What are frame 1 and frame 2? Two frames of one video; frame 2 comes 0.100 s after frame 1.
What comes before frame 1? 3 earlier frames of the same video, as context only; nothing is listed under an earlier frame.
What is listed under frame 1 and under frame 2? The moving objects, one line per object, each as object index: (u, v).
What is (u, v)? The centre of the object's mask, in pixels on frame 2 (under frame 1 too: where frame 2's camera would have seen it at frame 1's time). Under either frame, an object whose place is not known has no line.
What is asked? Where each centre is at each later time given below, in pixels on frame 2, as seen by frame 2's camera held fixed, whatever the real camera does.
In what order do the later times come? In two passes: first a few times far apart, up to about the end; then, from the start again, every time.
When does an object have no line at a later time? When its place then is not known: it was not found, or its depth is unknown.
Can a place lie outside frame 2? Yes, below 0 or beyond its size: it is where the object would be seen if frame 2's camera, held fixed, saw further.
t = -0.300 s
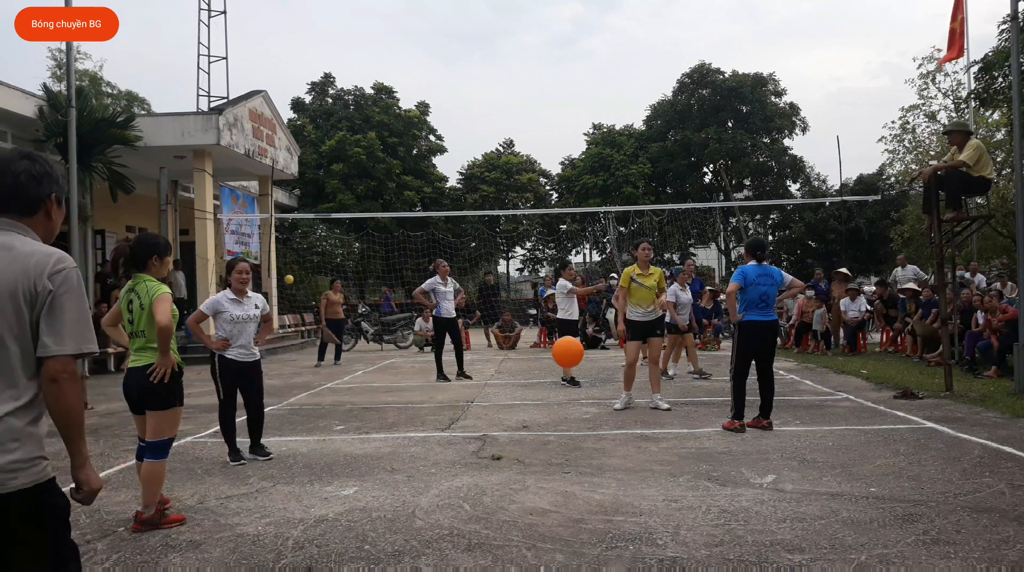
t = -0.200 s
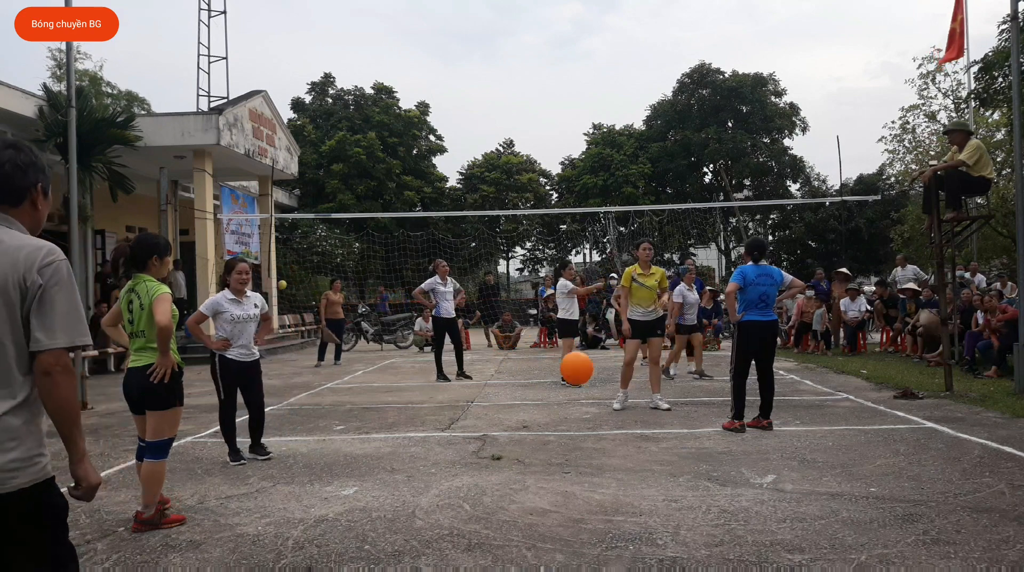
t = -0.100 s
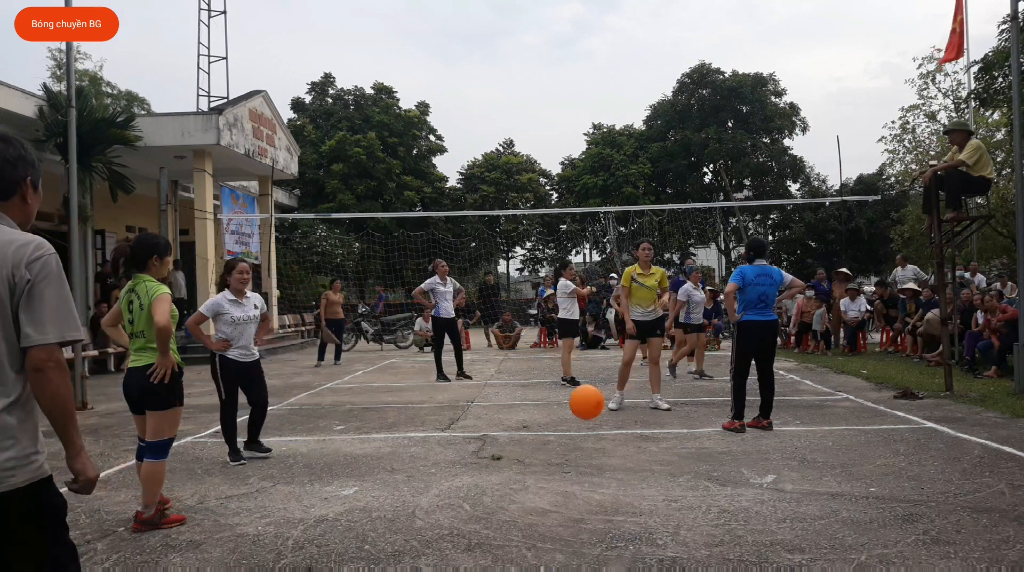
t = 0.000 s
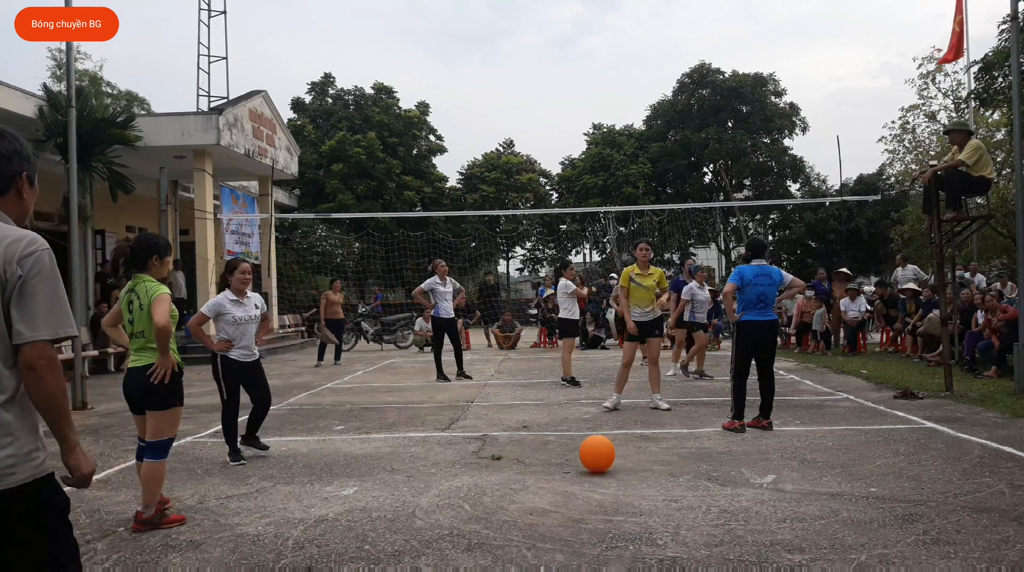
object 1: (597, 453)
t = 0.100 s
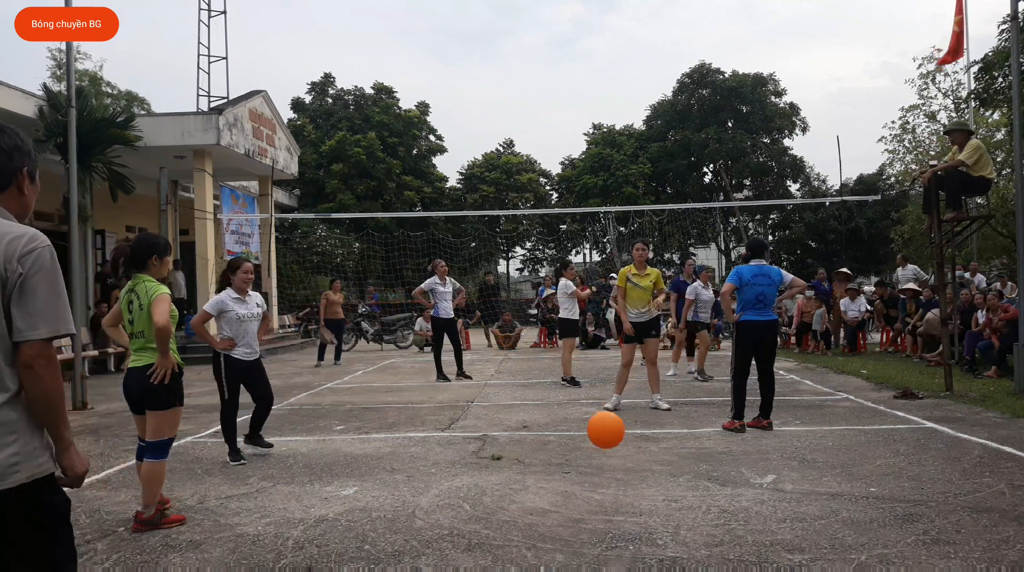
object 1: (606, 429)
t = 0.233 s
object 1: (619, 405)
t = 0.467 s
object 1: (649, 429)
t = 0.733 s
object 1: (696, 484)
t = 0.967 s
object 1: (754, 498)
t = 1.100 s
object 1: (799, 558)
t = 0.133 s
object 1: (609, 421)
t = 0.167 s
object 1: (612, 414)
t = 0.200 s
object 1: (616, 409)
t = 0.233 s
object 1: (619, 405)
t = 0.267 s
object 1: (623, 403)
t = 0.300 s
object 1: (626, 402)
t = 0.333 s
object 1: (630, 403)
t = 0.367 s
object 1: (635, 405)
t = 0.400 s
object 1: (639, 411)
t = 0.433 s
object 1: (644, 418)
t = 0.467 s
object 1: (649, 429)
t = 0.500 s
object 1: (655, 441)
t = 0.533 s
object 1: (660, 457)
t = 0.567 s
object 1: (666, 476)
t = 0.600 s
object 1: (672, 497)
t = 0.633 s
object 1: (677, 515)
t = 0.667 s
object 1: (683, 503)
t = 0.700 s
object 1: (690, 492)
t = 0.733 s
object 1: (696, 484)
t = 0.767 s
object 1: (704, 479)
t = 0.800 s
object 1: (711, 475)
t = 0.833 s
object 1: (719, 475)
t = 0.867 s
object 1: (727, 477)
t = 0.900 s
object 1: (736, 481)
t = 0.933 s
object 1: (745, 488)
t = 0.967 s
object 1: (754, 498)
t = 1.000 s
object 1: (765, 511)
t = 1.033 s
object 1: (776, 528)
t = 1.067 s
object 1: (787, 545)
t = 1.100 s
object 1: (799, 558)
